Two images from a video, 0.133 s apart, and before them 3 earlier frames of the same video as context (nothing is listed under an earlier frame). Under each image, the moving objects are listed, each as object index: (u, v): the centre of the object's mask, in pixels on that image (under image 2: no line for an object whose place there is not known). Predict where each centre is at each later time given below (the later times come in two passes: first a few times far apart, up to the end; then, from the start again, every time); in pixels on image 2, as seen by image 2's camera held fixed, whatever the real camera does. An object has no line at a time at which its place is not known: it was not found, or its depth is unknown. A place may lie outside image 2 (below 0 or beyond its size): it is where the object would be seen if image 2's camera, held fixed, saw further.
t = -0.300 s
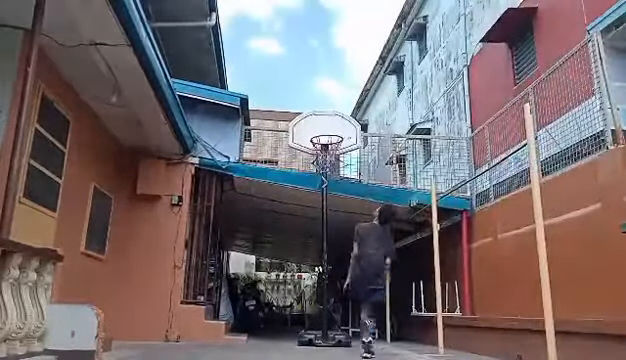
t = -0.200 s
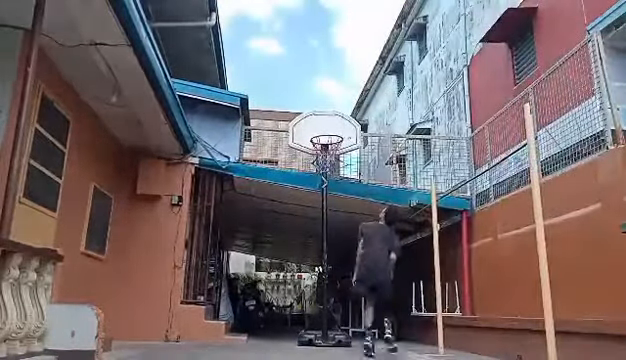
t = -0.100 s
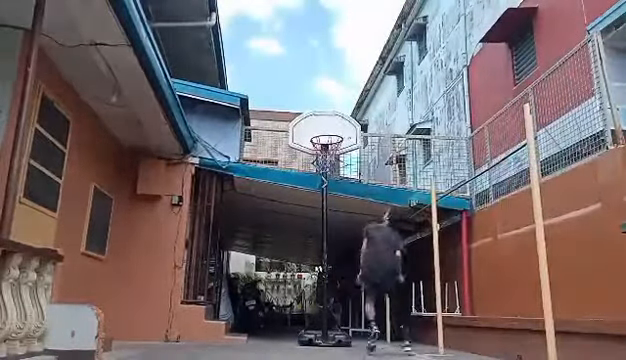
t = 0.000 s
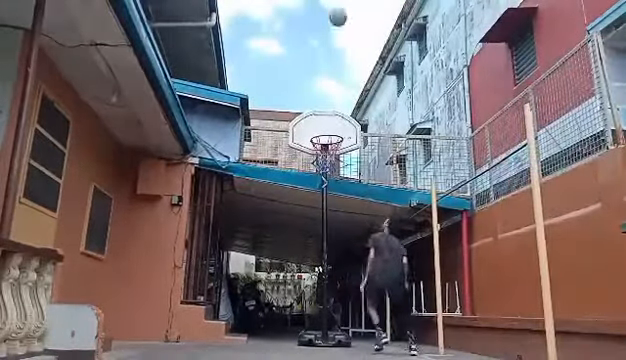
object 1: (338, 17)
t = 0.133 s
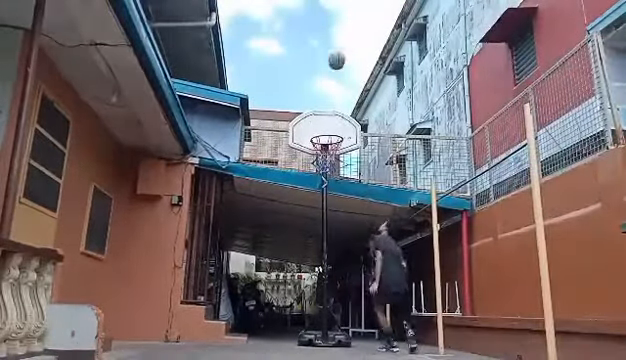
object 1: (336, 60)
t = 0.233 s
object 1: (335, 99)
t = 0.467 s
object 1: (328, 98)
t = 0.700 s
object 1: (317, 64)
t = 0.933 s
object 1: (306, 63)
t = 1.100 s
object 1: (297, 82)
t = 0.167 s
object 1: (336, 73)
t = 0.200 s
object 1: (336, 85)
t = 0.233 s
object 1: (335, 99)
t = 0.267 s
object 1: (335, 113)
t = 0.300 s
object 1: (335, 127)
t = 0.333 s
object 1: (334, 135)
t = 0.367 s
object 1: (332, 124)
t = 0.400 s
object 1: (331, 114)
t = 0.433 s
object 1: (330, 106)
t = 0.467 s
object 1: (328, 98)
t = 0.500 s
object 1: (326, 91)
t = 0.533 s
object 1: (325, 85)
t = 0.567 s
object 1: (323, 80)
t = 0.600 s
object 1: (322, 75)
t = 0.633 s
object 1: (320, 71)
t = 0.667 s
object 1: (319, 66)
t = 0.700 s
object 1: (317, 64)
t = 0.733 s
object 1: (316, 62)
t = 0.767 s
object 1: (314, 60)
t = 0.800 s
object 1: (313, 60)
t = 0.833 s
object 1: (311, 60)
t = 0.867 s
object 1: (309, 60)
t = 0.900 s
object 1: (308, 61)
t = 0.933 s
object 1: (306, 63)
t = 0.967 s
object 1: (304, 65)
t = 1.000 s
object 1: (303, 69)
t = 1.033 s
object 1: (301, 72)
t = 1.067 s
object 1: (299, 77)
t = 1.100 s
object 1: (297, 82)
